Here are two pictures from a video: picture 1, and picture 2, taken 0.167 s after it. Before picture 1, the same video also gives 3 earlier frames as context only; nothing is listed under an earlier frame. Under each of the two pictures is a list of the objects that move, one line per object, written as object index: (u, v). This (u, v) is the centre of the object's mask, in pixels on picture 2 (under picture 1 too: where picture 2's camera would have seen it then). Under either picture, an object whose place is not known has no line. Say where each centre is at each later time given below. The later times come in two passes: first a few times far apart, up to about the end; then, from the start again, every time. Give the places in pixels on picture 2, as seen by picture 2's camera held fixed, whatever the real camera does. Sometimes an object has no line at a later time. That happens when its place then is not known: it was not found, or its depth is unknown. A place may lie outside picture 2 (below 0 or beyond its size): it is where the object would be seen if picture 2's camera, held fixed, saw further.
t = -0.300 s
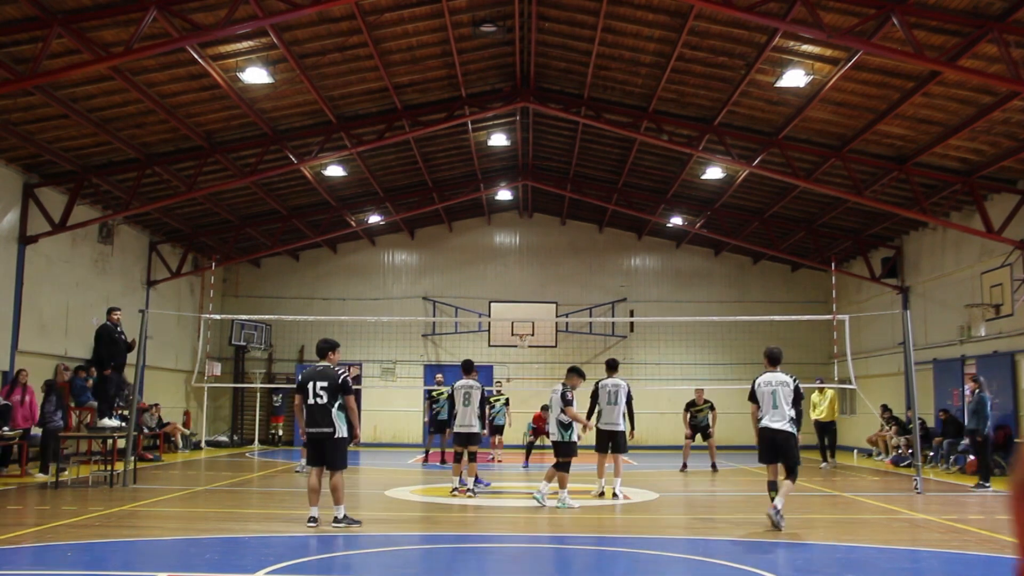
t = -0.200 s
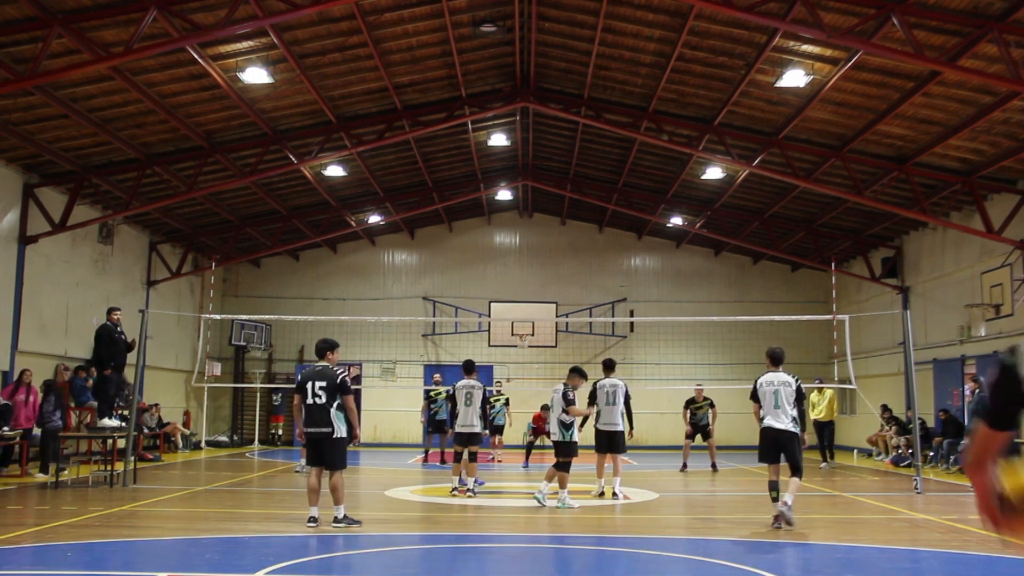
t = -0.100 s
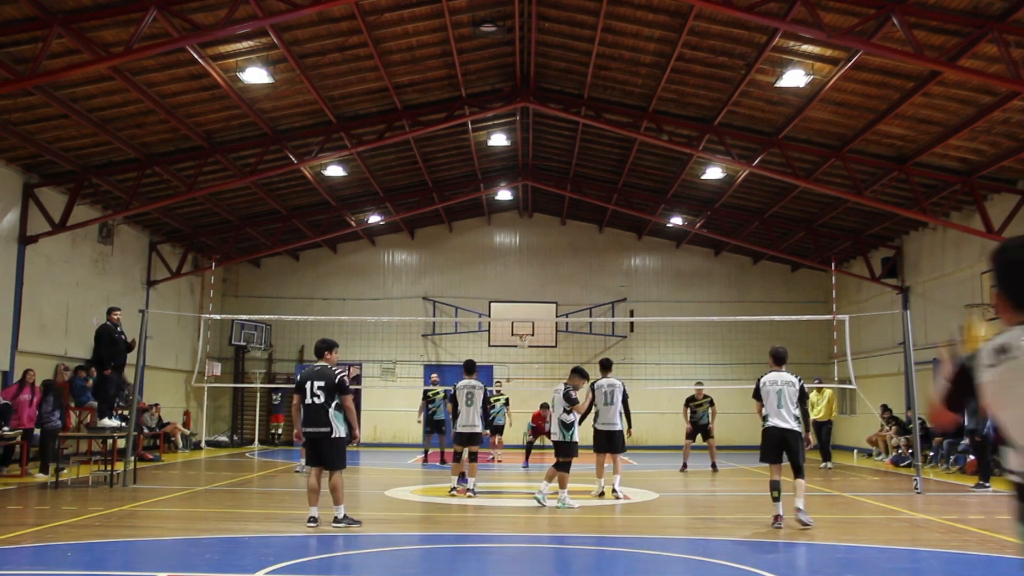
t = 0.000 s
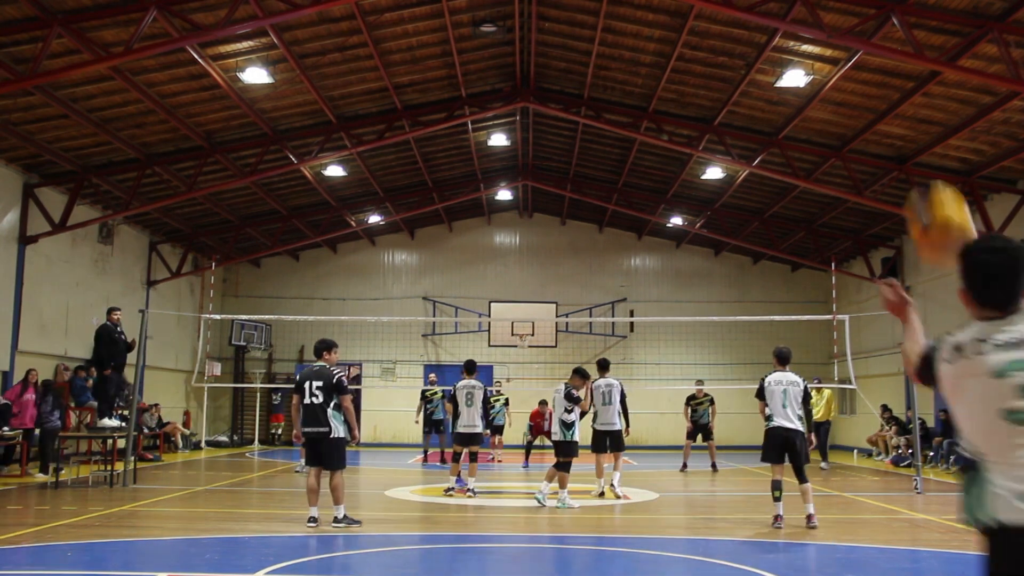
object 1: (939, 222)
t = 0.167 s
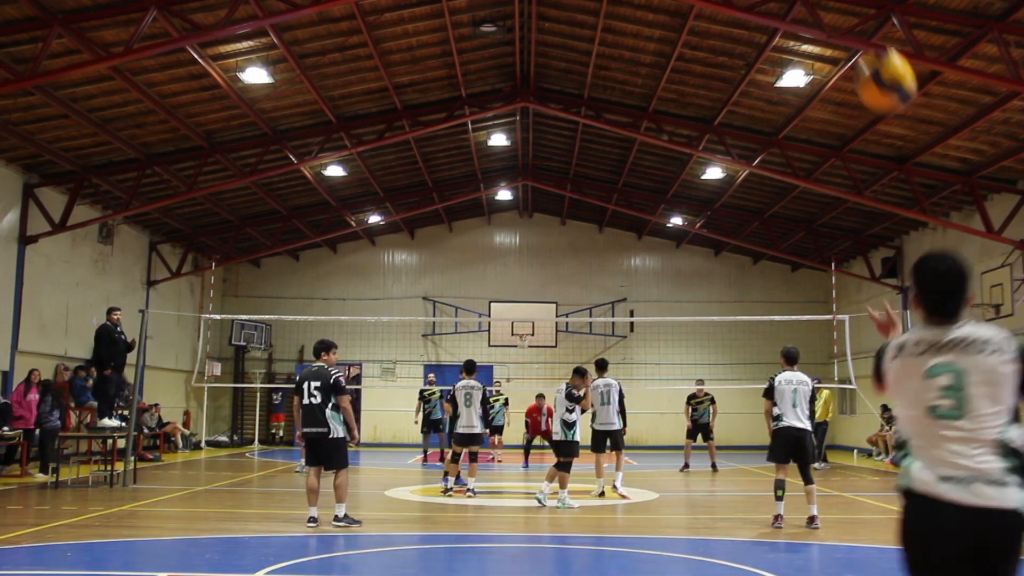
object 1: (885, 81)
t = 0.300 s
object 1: (850, 30)
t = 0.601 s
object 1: (789, 62)
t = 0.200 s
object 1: (876, 64)
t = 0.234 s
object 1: (867, 49)
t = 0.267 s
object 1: (858, 37)
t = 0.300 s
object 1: (850, 30)
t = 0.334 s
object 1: (841, 25)
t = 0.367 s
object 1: (834, 22)
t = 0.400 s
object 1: (826, 22)
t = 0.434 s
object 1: (820, 23)
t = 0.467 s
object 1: (813, 26)
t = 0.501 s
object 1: (807, 32)
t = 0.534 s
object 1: (801, 41)
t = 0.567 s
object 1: (795, 50)
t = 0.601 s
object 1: (789, 62)
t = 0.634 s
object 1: (783, 78)
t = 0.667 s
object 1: (777, 98)
